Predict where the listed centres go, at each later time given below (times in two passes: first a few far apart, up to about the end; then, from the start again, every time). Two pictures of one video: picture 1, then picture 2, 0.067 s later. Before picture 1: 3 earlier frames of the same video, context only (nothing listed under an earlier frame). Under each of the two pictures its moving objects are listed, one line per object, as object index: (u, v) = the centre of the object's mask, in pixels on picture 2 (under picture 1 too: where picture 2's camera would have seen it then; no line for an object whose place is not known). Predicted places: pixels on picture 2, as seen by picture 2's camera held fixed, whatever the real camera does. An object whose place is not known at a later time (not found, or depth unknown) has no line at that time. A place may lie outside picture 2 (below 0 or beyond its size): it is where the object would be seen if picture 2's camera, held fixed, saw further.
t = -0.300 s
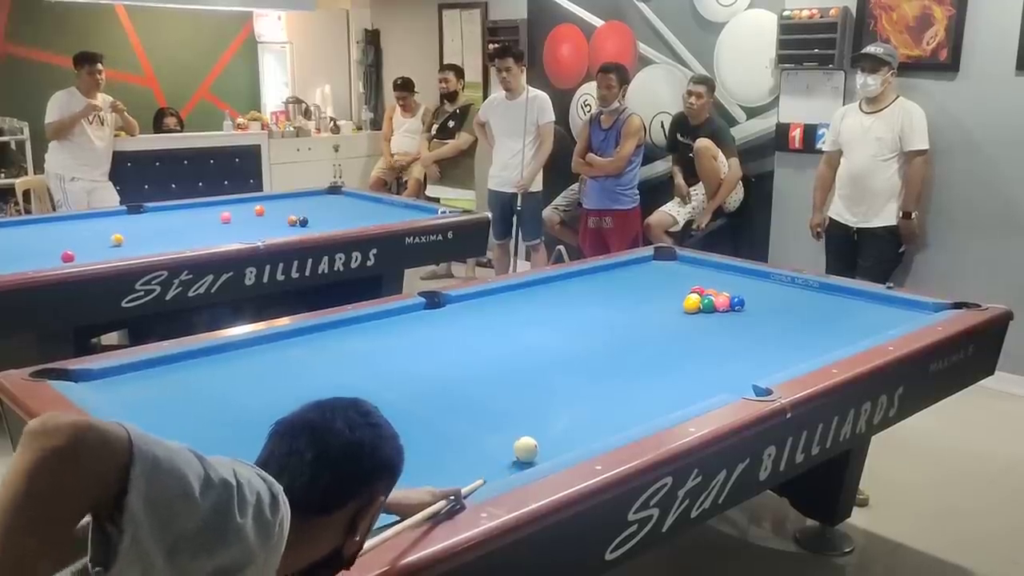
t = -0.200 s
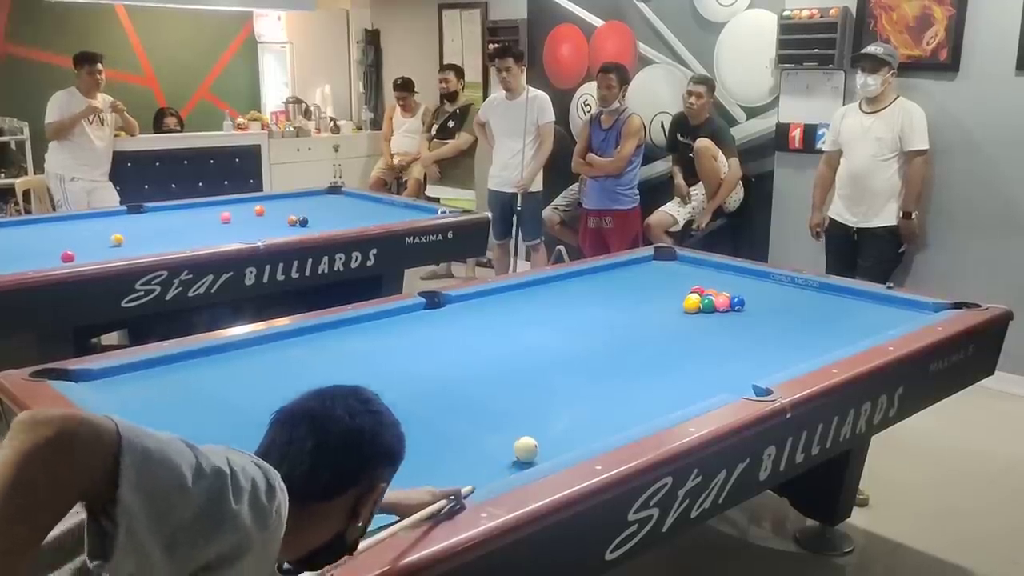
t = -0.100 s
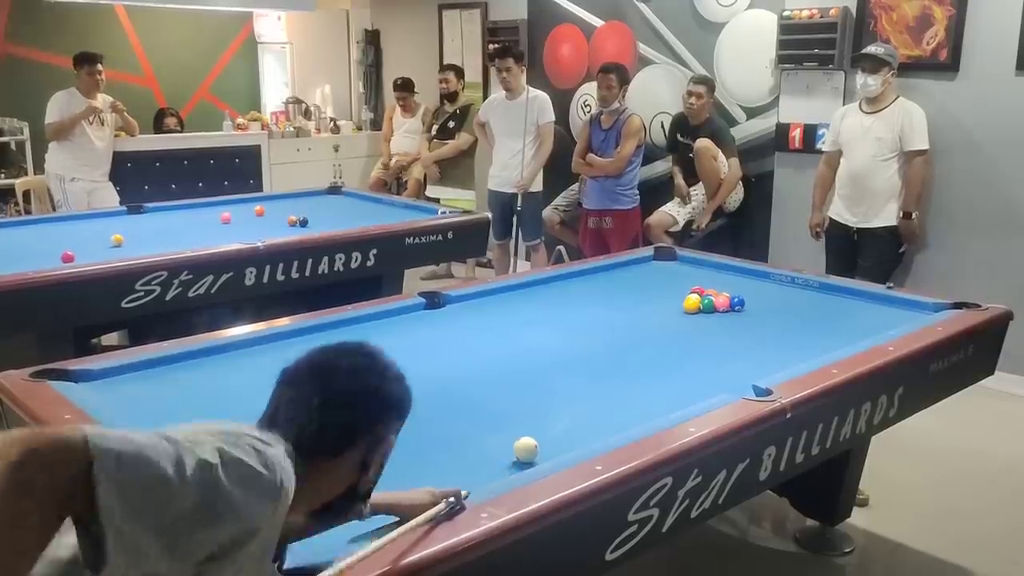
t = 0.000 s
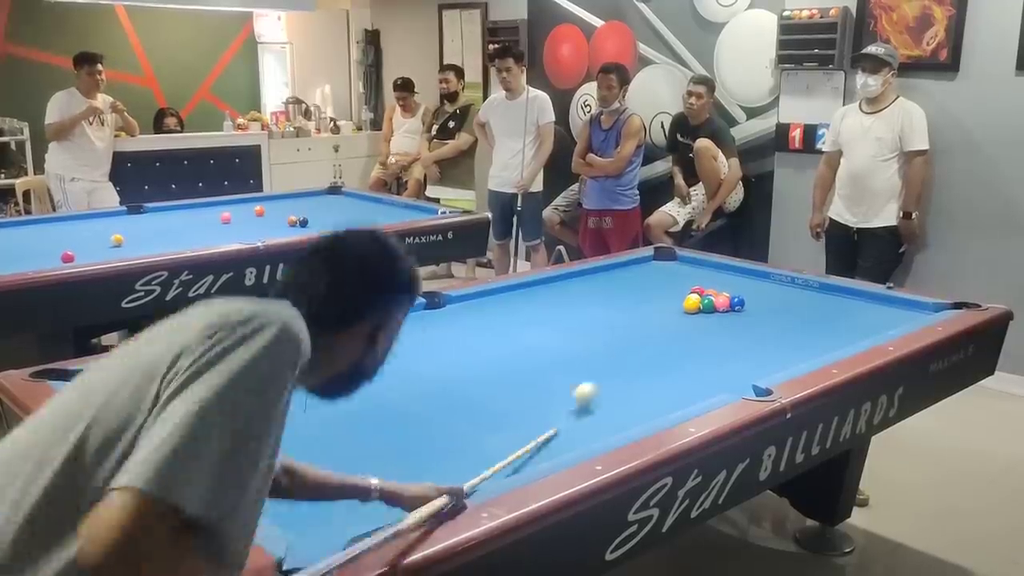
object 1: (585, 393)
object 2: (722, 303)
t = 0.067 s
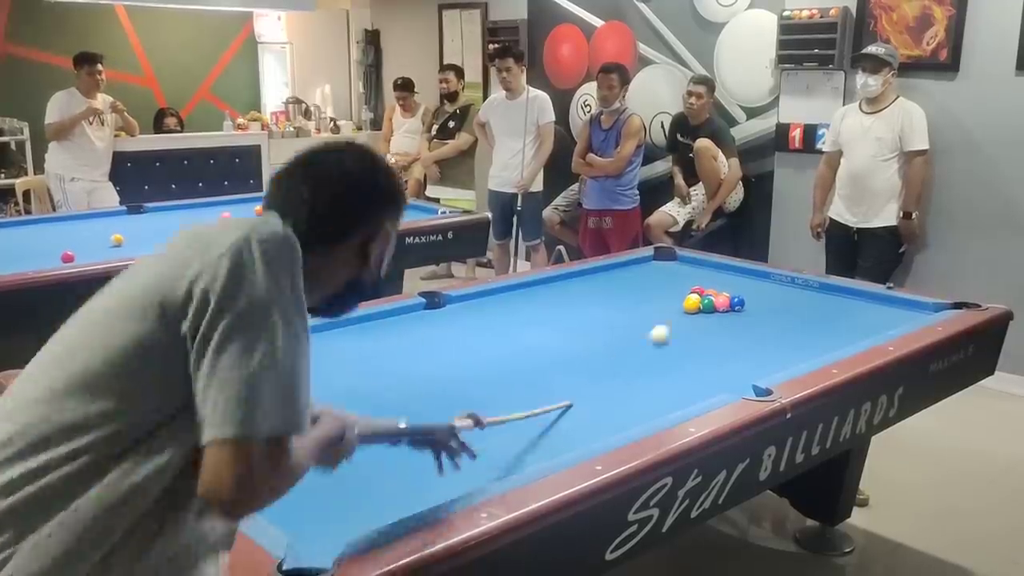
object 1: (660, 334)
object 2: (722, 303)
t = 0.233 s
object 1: (747, 286)
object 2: (728, 304)
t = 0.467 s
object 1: (854, 318)
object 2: (739, 305)
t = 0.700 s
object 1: (872, 313)
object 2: (749, 305)
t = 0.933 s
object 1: (884, 324)
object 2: (757, 305)
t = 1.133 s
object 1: (864, 322)
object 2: (762, 305)
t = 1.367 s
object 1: (842, 317)
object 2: (755, 308)
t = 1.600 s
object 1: (822, 313)
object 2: (744, 312)
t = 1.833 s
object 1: (803, 310)
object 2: (734, 316)
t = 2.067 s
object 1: (786, 306)
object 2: (724, 319)
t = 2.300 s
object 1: (771, 303)
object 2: (714, 323)
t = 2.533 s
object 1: (757, 301)
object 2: (705, 326)
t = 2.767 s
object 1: (745, 298)
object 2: (697, 329)
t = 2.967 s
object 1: (736, 296)
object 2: (690, 331)
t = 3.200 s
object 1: (726, 294)
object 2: (683, 333)
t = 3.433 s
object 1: (717, 292)
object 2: (676, 335)
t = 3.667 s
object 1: (710, 291)
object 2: (670, 336)
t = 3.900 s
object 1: (704, 290)
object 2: (665, 337)
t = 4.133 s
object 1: (699, 289)
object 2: (662, 338)
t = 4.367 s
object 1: (694, 288)
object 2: (659, 338)
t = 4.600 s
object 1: (691, 288)
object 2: (659, 339)
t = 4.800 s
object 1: (690, 287)
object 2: (659, 339)
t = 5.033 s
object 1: (690, 287)
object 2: (659, 339)
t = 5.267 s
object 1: (690, 287)
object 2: (659, 339)
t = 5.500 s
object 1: (690, 287)
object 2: (659, 339)
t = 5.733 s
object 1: (690, 287)
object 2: (659, 339)
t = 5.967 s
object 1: (690, 287)
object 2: (659, 339)
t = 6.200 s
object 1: (690, 287)
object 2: (659, 339)
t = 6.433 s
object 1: (690, 287)
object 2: (659, 339)
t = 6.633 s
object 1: (690, 287)
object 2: (659, 339)
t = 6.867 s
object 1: (690, 287)
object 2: (659, 339)
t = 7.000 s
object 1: (690, 287)
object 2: (659, 339)
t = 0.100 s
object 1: (685, 310)
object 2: (722, 303)
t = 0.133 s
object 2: (723, 304)
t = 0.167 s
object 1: (717, 291)
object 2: (725, 304)
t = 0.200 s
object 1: (732, 287)
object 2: (727, 304)
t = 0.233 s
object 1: (747, 286)
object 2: (728, 304)
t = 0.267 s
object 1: (762, 290)
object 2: (730, 304)
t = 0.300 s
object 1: (777, 295)
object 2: (732, 304)
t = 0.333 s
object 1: (793, 304)
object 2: (733, 304)
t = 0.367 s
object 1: (808, 316)
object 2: (735, 304)
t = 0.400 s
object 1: (823, 324)
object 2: (736, 304)
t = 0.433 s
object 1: (838, 320)
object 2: (738, 304)
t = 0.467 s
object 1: (854, 318)
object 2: (739, 305)
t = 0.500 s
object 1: (870, 321)
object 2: (741, 304)
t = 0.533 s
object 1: (881, 323)
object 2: (742, 305)
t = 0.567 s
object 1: (879, 314)
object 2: (744, 305)
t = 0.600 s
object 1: (878, 309)
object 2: (745, 305)
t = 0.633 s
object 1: (876, 308)
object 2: (746, 305)
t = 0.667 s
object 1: (873, 309)
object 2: (748, 305)
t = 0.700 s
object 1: (872, 313)
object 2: (749, 305)
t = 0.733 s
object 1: (875, 317)
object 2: (750, 305)
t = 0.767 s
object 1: (880, 319)
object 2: (751, 305)
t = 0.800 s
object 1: (885, 323)
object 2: (752, 305)
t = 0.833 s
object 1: (890, 324)
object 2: (754, 305)
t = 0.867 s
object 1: (892, 326)
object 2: (754, 305)
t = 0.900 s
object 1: (888, 325)
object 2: (756, 305)
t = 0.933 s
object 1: (884, 324)
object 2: (757, 305)
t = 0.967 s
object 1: (881, 324)
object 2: (758, 305)
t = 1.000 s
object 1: (877, 324)
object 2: (758, 305)
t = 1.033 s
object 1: (874, 324)
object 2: (760, 305)
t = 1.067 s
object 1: (871, 323)
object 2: (760, 305)
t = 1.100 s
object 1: (867, 322)
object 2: (761, 305)
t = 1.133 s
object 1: (864, 322)
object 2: (762, 305)
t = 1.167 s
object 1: (861, 321)
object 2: (763, 305)
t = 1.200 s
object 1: (857, 320)
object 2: (764, 305)
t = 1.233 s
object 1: (854, 320)
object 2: (762, 306)
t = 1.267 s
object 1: (851, 319)
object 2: (760, 307)
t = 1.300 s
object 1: (848, 319)
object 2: (758, 307)
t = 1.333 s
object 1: (845, 318)
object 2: (757, 308)
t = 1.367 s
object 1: (842, 317)
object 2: (755, 308)
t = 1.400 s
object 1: (839, 317)
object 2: (754, 309)
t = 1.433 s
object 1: (836, 316)
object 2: (752, 309)
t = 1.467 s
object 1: (833, 315)
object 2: (751, 310)
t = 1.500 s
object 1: (830, 315)
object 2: (749, 310)
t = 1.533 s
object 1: (827, 314)
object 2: (748, 311)
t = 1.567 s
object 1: (824, 314)
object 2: (746, 311)
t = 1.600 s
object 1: (822, 313)
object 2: (744, 312)
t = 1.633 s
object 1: (819, 313)
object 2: (743, 312)
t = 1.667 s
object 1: (816, 312)
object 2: (741, 313)
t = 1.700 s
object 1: (813, 312)
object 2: (740, 313)
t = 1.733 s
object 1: (811, 311)
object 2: (738, 314)
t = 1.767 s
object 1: (808, 311)
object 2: (737, 315)
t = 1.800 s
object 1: (806, 310)
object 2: (735, 315)
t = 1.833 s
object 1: (803, 310)
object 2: (734, 316)
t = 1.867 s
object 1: (801, 309)
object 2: (732, 316)
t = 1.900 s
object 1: (798, 309)
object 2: (731, 317)
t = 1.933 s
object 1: (796, 308)
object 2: (729, 317)
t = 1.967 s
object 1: (793, 307)
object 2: (728, 318)
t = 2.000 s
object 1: (791, 307)
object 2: (727, 318)
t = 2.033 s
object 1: (788, 306)
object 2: (725, 319)
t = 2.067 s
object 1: (786, 306)
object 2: (724, 319)
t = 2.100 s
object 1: (784, 306)
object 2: (722, 320)
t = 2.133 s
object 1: (782, 305)
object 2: (721, 320)
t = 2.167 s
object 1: (779, 305)
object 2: (720, 321)
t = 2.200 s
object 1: (777, 304)
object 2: (718, 321)
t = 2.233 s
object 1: (775, 304)
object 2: (717, 322)
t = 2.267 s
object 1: (773, 304)
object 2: (715, 322)
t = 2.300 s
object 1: (771, 303)
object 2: (714, 323)
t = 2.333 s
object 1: (769, 303)
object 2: (713, 323)
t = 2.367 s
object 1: (767, 302)
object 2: (712, 324)
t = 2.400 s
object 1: (765, 302)
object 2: (710, 324)
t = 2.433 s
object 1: (763, 301)
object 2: (709, 324)
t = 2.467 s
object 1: (761, 301)
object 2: (708, 325)
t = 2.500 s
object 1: (759, 301)
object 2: (707, 325)
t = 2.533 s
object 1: (757, 301)
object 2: (705, 326)
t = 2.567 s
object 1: (756, 300)
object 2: (704, 326)
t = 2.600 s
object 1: (754, 300)
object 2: (703, 327)
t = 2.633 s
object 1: (752, 299)
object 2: (702, 327)
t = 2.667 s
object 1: (750, 299)
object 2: (701, 328)
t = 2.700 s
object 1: (749, 299)
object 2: (700, 328)
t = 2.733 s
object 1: (747, 298)
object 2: (699, 328)
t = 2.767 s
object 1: (745, 298)
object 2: (697, 329)
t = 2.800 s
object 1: (744, 298)
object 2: (696, 329)
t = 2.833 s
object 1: (742, 297)
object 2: (695, 329)
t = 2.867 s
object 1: (740, 297)
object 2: (694, 330)
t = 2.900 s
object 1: (739, 297)
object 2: (693, 330)
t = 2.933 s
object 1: (737, 297)
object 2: (692, 330)
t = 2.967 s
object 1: (736, 296)
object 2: (690, 331)
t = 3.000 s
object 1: (734, 296)
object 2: (689, 331)
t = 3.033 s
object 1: (733, 296)
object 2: (688, 331)
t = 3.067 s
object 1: (731, 295)
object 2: (687, 332)
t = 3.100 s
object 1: (730, 295)
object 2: (686, 332)
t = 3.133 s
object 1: (729, 295)
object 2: (685, 332)
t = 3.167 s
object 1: (727, 295)
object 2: (684, 332)
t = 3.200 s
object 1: (726, 294)
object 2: (683, 333)
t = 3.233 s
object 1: (725, 294)
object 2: (682, 333)
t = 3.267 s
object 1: (723, 294)
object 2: (681, 333)
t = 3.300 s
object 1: (722, 294)
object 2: (680, 334)
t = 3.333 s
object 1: (721, 293)
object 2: (679, 334)
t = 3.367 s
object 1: (720, 293)
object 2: (678, 334)
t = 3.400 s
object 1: (719, 293)
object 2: (677, 334)
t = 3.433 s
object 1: (717, 292)
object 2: (676, 335)
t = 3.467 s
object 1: (716, 292)
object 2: (675, 335)
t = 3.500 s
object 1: (715, 292)
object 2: (674, 335)
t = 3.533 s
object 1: (714, 292)
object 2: (674, 335)
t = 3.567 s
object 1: (713, 292)
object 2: (673, 336)
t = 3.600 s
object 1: (712, 291)
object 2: (672, 336)
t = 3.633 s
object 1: (711, 291)
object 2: (671, 336)
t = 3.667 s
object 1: (710, 291)
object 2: (670, 336)
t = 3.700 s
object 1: (709, 291)
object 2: (670, 336)
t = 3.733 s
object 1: (708, 291)
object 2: (669, 336)
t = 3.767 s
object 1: (707, 290)
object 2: (668, 337)
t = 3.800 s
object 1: (706, 290)
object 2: (668, 337)
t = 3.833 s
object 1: (705, 290)
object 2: (667, 337)
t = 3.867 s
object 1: (704, 290)
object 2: (666, 337)
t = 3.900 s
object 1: (704, 290)
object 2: (665, 337)
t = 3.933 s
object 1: (703, 289)
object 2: (664, 337)
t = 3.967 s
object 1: (702, 289)
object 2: (664, 337)
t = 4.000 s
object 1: (701, 289)
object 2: (664, 338)
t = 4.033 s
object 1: (701, 289)
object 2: (663, 338)
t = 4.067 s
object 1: (700, 289)
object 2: (662, 338)
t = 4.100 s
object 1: (699, 289)
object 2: (662, 338)
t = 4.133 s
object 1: (699, 289)
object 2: (662, 338)
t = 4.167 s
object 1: (698, 289)
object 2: (661, 338)
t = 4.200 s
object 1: (697, 289)
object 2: (661, 338)
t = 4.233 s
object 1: (697, 288)
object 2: (661, 338)
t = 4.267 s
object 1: (696, 288)
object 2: (660, 338)
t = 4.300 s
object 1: (695, 288)
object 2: (660, 338)
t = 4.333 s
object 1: (695, 288)
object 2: (659, 338)
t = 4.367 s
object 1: (694, 288)
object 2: (659, 338)
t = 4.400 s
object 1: (694, 288)
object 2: (659, 339)
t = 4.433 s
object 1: (693, 288)
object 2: (659, 339)
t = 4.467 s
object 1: (693, 288)
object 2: (659, 339)
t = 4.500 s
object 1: (692, 288)
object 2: (659, 339)
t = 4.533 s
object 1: (692, 288)
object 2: (659, 339)
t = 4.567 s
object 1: (692, 288)
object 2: (659, 339)
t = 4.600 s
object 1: (691, 288)
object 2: (659, 339)
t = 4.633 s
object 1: (691, 288)
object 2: (659, 339)
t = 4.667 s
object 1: (691, 288)
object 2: (659, 339)
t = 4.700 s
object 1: (691, 288)
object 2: (659, 339)
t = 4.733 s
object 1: (690, 288)
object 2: (658, 339)
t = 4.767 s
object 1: (690, 287)
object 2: (659, 339)
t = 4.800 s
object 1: (690, 287)
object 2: (659, 339)
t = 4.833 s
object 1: (690, 287)
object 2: (659, 339)
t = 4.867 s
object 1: (690, 287)
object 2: (659, 339)
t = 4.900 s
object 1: (690, 287)
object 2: (659, 339)
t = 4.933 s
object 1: (690, 287)
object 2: (659, 339)
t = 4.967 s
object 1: (690, 287)
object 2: (659, 339)
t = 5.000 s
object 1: (690, 287)
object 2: (659, 339)
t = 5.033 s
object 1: (690, 287)
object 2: (659, 339)
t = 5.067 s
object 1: (690, 287)
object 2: (659, 339)
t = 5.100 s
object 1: (690, 287)
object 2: (659, 339)
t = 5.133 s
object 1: (690, 287)
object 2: (659, 339)
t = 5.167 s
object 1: (690, 287)
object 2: (659, 339)
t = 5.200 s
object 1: (690, 287)
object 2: (659, 339)
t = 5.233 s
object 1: (690, 287)
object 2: (659, 339)
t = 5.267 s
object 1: (690, 287)
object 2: (659, 339)
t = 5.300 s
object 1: (690, 287)
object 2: (659, 339)
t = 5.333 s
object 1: (690, 287)
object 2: (659, 339)
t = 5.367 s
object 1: (690, 287)
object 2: (659, 339)
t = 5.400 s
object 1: (690, 287)
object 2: (659, 339)
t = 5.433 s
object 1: (690, 287)
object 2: (659, 339)
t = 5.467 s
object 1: (690, 287)
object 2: (659, 339)
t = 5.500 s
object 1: (690, 287)
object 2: (659, 339)
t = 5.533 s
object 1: (690, 287)
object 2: (659, 339)
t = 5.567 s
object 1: (690, 287)
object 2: (659, 339)
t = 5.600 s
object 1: (690, 287)
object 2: (659, 339)
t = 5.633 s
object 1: (690, 287)
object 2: (659, 339)
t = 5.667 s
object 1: (690, 287)
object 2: (659, 339)
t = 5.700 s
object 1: (690, 287)
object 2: (659, 339)
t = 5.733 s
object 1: (690, 287)
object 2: (659, 339)
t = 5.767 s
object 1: (690, 287)
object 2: (659, 339)
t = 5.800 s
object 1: (690, 287)
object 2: (659, 339)
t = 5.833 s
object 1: (690, 287)
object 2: (659, 339)
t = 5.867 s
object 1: (690, 287)
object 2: (659, 339)
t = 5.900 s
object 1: (690, 287)
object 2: (659, 339)
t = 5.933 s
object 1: (690, 287)
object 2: (659, 339)
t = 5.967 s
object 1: (690, 287)
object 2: (659, 339)
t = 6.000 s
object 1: (690, 287)
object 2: (659, 339)
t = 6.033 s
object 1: (690, 287)
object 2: (659, 339)
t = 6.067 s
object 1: (690, 287)
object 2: (659, 339)
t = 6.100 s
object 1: (690, 287)
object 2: (659, 339)
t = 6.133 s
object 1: (690, 287)
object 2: (659, 339)
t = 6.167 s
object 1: (690, 287)
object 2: (659, 339)
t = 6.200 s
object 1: (690, 287)
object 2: (659, 339)
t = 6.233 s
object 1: (690, 287)
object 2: (659, 339)
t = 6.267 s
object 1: (690, 287)
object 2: (659, 339)
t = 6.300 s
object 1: (690, 287)
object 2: (659, 339)
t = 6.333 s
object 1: (690, 287)
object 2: (659, 339)
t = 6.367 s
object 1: (690, 287)
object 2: (659, 339)
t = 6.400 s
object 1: (690, 287)
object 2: (659, 339)
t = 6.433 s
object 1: (690, 287)
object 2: (659, 339)
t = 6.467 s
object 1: (690, 287)
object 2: (659, 339)
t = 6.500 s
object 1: (690, 287)
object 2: (659, 339)
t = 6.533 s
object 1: (690, 287)
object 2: (659, 339)
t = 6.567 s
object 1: (690, 287)
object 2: (659, 339)
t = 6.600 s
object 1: (690, 287)
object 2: (659, 339)
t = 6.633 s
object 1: (690, 287)
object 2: (659, 339)
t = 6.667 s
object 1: (690, 287)
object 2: (659, 339)
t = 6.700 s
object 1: (690, 287)
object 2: (659, 339)
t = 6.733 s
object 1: (690, 287)
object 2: (659, 339)
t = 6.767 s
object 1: (690, 287)
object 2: (659, 339)
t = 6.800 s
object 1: (690, 287)
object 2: (659, 339)
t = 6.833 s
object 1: (690, 287)
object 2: (659, 339)
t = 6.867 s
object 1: (690, 287)
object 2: (659, 339)
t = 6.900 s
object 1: (690, 287)
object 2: (659, 339)
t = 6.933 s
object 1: (690, 287)
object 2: (659, 339)
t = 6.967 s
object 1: (690, 287)
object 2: (659, 339)
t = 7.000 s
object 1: (690, 287)
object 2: (659, 339)
